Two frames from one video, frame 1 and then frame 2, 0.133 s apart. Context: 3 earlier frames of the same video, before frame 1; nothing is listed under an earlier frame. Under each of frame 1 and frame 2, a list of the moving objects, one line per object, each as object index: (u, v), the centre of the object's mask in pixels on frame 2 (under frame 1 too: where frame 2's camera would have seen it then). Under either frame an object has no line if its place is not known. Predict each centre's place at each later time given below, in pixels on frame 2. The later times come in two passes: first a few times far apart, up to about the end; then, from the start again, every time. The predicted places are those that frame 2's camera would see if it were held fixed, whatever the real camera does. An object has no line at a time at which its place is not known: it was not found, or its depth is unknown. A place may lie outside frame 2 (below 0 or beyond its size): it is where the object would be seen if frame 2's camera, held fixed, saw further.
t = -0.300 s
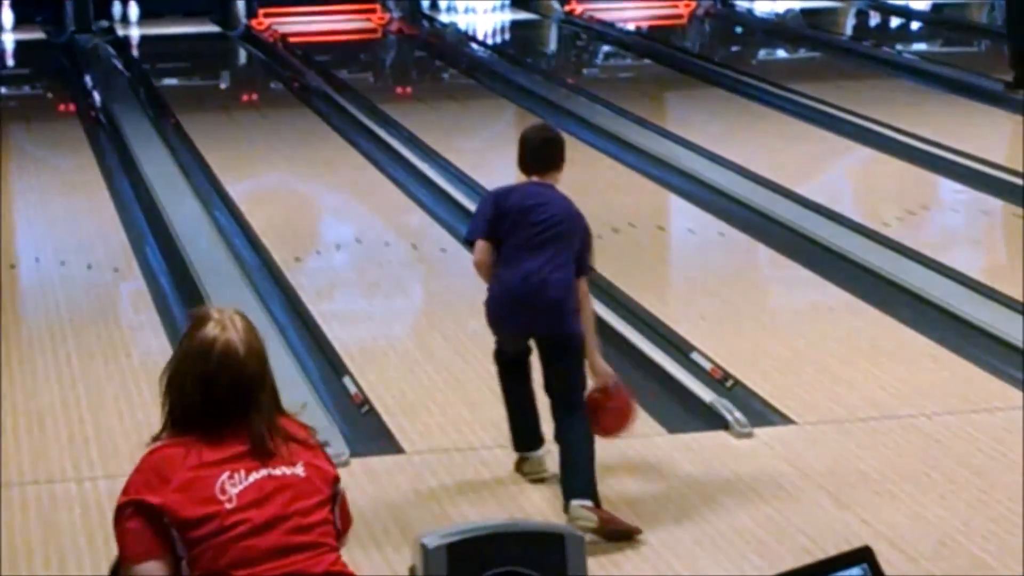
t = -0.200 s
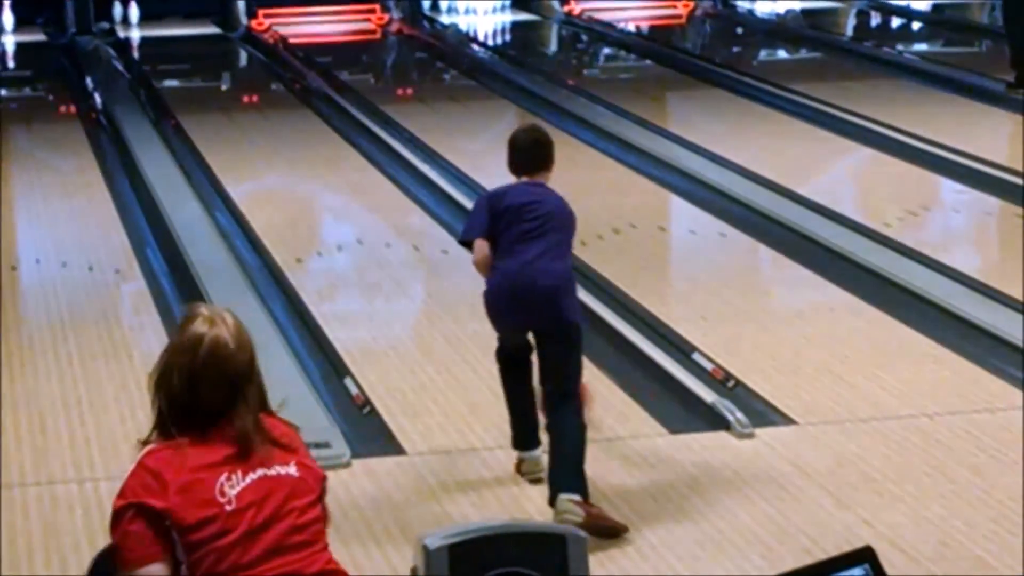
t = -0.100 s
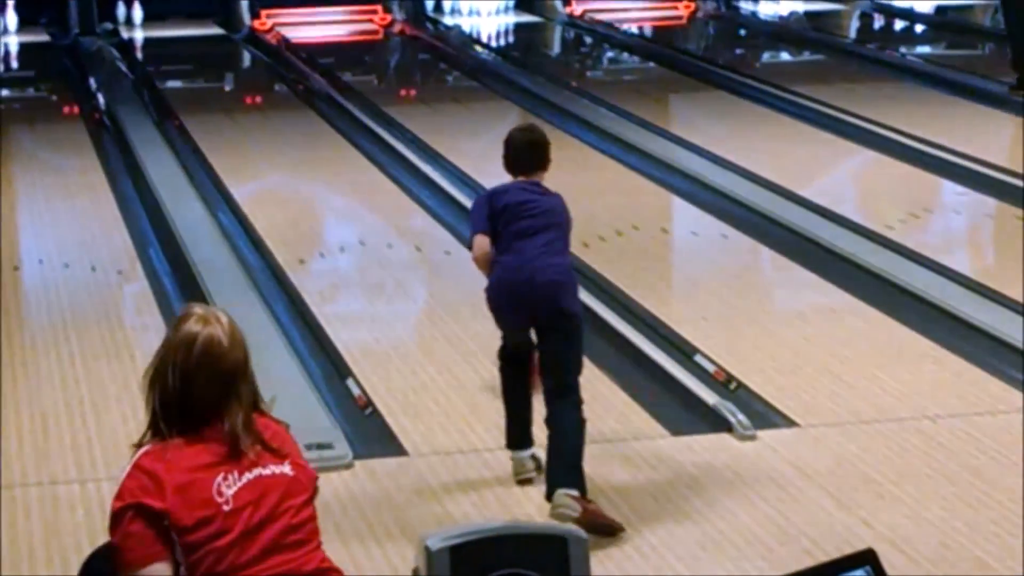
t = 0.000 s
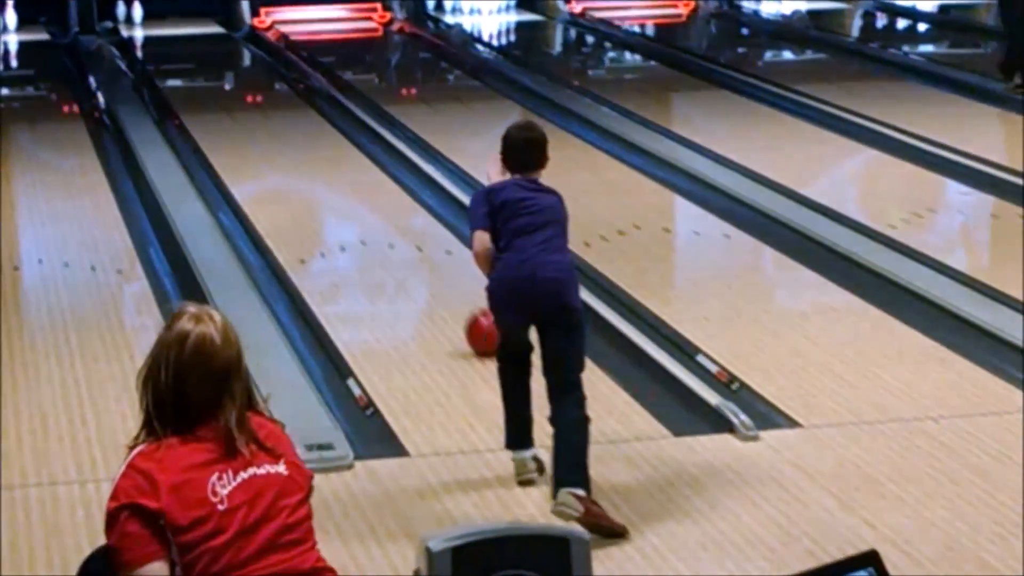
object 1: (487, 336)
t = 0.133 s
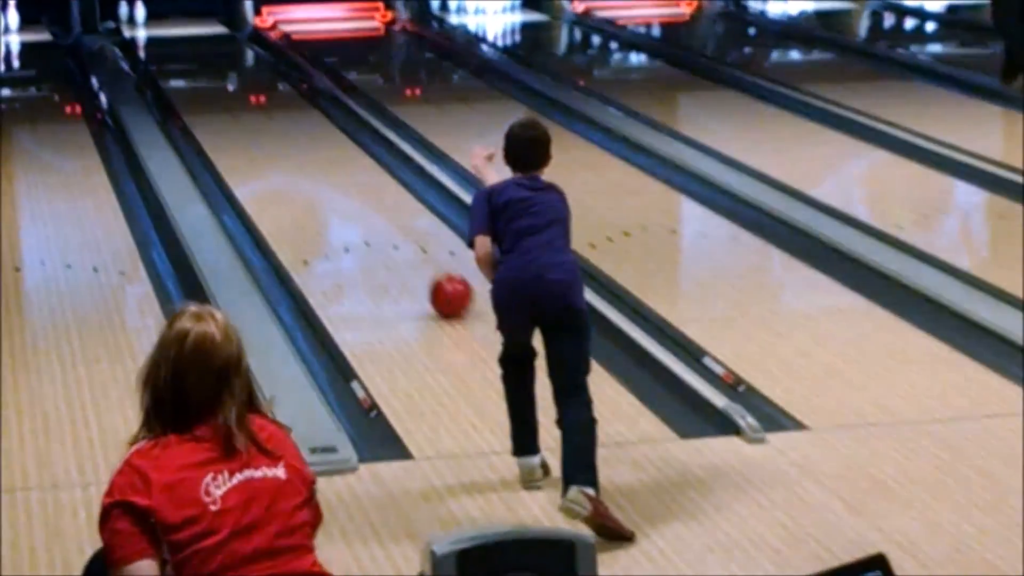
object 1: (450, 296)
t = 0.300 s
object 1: (405, 256)
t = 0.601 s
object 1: (340, 198)
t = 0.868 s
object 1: (295, 157)
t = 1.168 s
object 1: (255, 121)
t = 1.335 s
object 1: (237, 105)
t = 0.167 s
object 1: (441, 287)
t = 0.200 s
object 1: (432, 278)
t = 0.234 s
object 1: (422, 271)
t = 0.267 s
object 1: (414, 263)
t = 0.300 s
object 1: (405, 256)
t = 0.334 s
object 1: (397, 249)
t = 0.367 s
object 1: (389, 241)
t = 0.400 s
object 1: (382, 235)
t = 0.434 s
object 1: (374, 228)
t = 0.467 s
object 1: (367, 221)
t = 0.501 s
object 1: (360, 215)
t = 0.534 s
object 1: (353, 209)
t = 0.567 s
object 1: (346, 204)
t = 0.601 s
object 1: (340, 198)
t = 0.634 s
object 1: (333, 192)
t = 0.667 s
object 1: (327, 187)
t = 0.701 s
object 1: (322, 182)
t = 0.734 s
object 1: (316, 177)
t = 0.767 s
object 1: (311, 171)
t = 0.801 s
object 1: (305, 167)
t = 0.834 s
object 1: (300, 162)
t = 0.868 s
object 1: (295, 157)
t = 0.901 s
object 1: (290, 153)
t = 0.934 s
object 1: (285, 149)
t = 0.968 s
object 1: (281, 145)
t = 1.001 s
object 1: (276, 141)
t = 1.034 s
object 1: (272, 136)
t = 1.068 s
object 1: (267, 132)
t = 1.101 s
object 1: (262, 128)
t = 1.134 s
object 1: (259, 124)
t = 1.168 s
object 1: (255, 121)
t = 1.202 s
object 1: (251, 117)
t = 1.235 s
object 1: (247, 115)
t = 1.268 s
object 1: (244, 111)
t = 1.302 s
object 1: (240, 108)
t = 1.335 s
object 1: (237, 105)
